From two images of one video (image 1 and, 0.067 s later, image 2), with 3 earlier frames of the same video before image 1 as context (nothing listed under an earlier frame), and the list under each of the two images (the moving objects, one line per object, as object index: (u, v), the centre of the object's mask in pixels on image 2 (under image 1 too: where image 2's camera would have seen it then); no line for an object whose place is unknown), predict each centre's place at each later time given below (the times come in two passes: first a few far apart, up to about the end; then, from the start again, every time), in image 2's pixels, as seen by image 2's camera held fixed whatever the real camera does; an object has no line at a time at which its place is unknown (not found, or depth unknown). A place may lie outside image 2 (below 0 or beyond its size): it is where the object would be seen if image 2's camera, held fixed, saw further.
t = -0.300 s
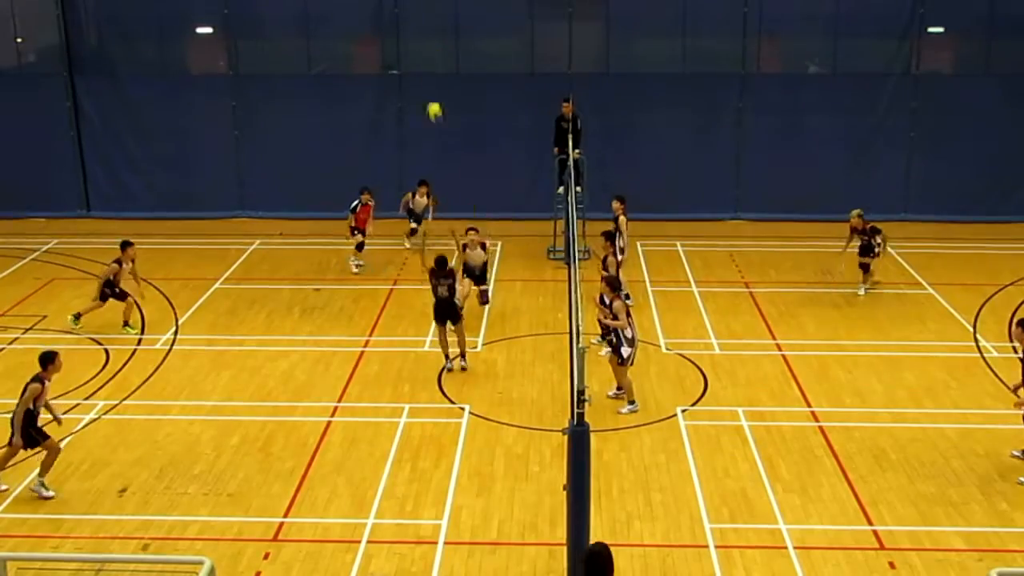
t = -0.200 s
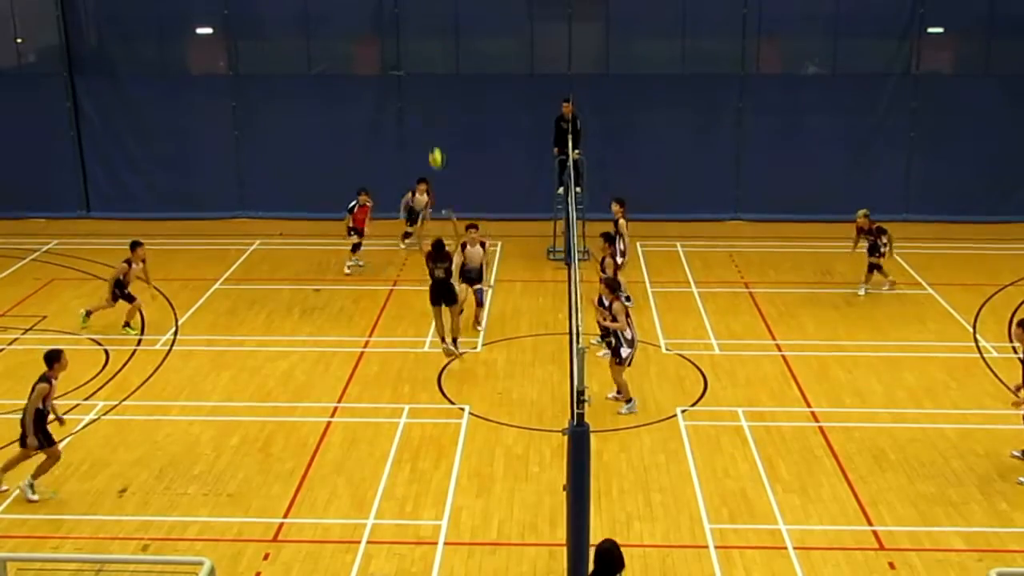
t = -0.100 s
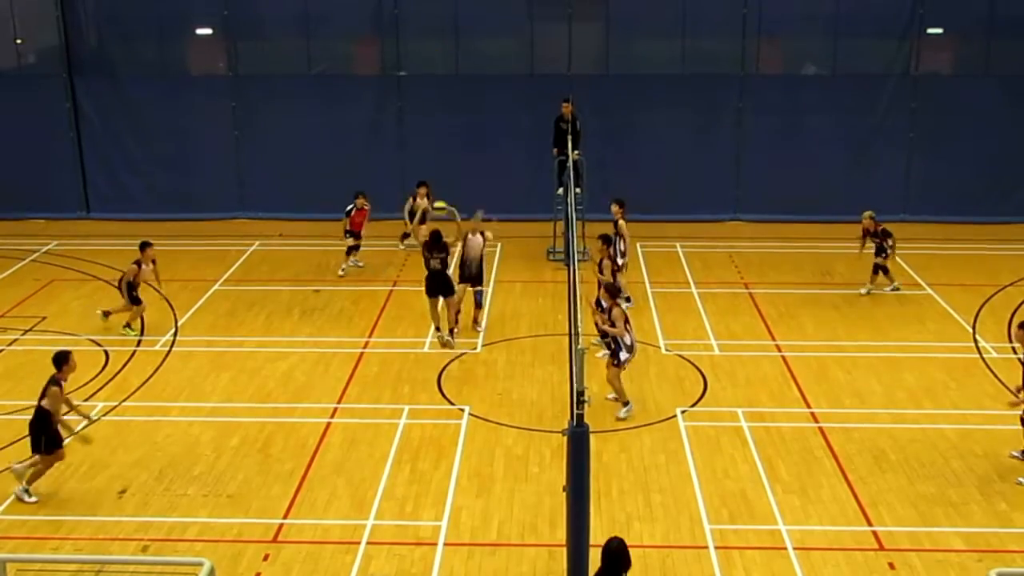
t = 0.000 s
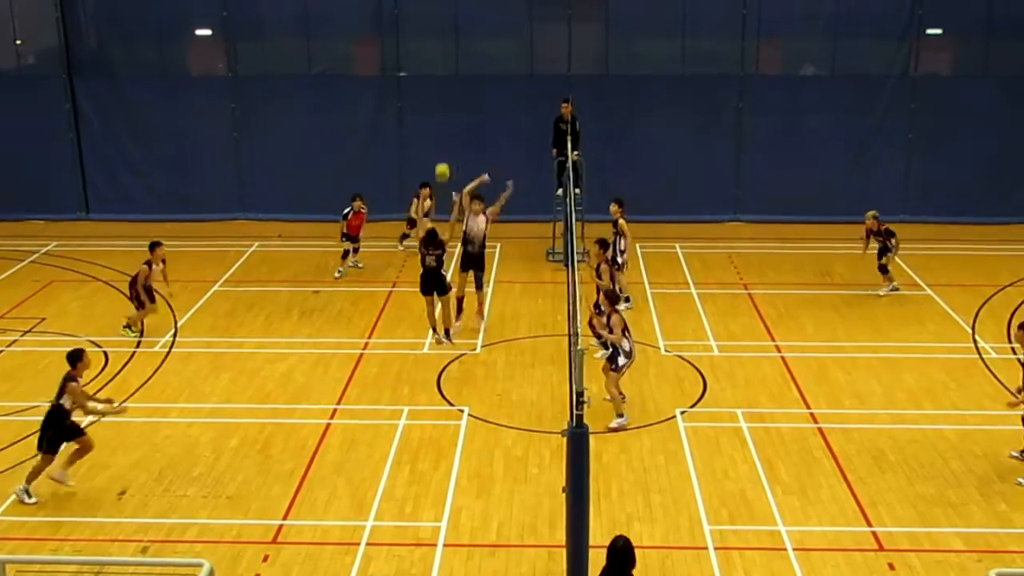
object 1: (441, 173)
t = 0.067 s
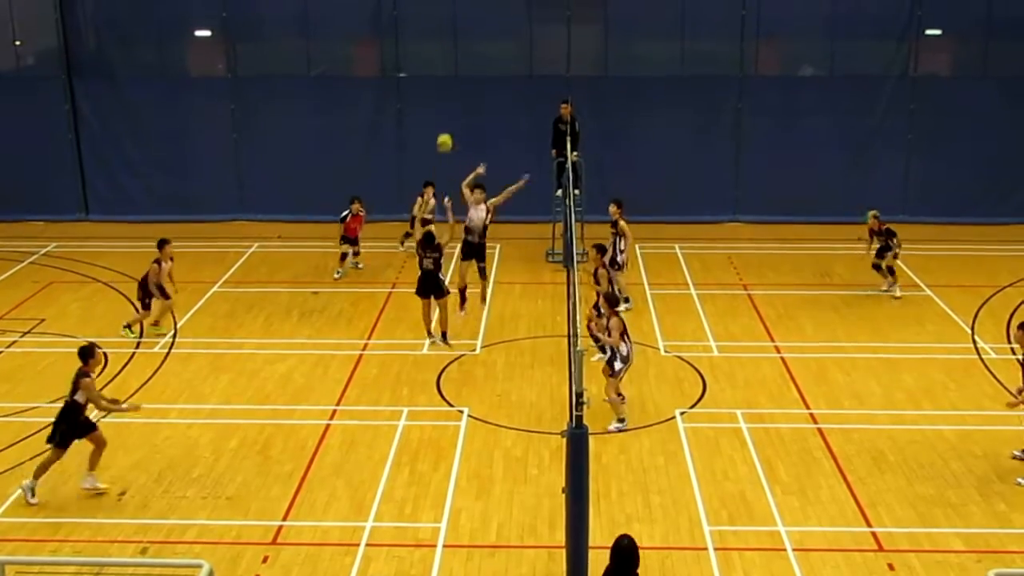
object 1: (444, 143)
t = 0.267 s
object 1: (453, 75)
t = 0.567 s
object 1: (467, 33)
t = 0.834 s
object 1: (480, 48)
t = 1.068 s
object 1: (489, 99)
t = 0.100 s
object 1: (445, 129)
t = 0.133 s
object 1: (447, 116)
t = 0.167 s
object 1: (449, 105)
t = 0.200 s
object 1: (450, 94)
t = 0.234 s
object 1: (452, 84)
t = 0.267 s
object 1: (453, 75)
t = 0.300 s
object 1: (455, 67)
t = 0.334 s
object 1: (457, 60)
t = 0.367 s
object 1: (458, 54)
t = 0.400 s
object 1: (459, 48)
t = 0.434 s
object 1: (461, 43)
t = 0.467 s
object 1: (462, 40)
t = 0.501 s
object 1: (464, 36)
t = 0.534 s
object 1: (466, 34)
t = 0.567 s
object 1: (467, 33)
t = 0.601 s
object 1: (469, 32)
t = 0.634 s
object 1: (471, 32)
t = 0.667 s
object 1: (473, 33)
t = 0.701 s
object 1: (474, 34)
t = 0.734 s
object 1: (476, 37)
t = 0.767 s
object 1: (477, 40)
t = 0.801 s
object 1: (479, 44)
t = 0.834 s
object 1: (480, 48)
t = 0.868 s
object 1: (481, 54)
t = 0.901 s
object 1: (483, 59)
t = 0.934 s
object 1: (483, 66)
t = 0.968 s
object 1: (485, 74)
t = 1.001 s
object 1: (486, 81)
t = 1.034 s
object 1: (487, 90)
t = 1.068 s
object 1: (489, 99)
